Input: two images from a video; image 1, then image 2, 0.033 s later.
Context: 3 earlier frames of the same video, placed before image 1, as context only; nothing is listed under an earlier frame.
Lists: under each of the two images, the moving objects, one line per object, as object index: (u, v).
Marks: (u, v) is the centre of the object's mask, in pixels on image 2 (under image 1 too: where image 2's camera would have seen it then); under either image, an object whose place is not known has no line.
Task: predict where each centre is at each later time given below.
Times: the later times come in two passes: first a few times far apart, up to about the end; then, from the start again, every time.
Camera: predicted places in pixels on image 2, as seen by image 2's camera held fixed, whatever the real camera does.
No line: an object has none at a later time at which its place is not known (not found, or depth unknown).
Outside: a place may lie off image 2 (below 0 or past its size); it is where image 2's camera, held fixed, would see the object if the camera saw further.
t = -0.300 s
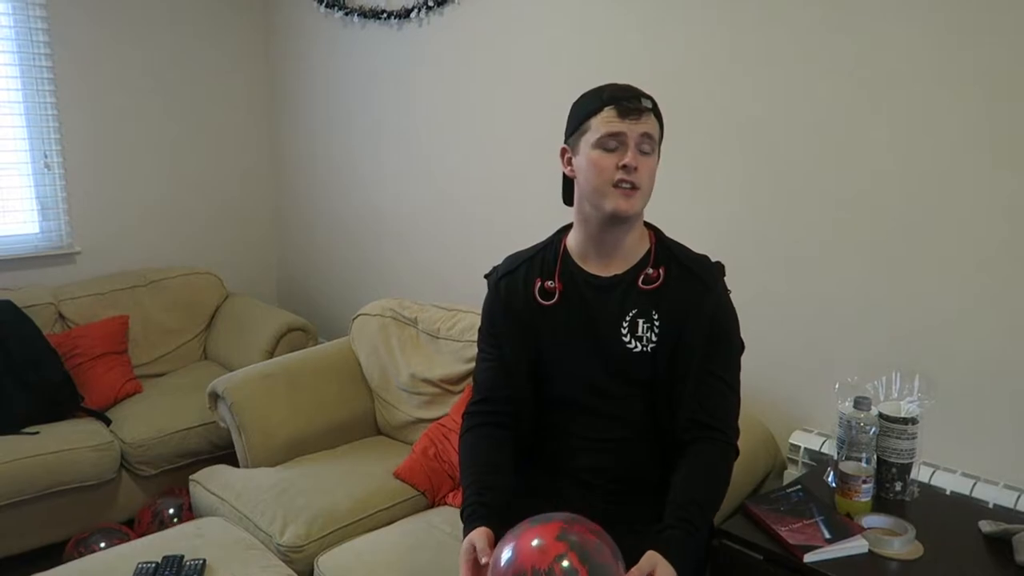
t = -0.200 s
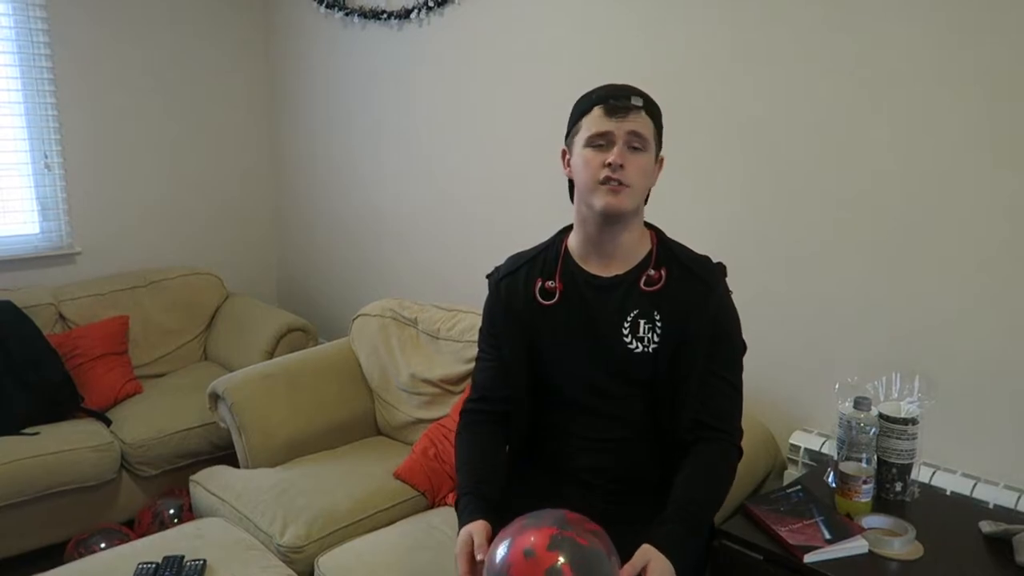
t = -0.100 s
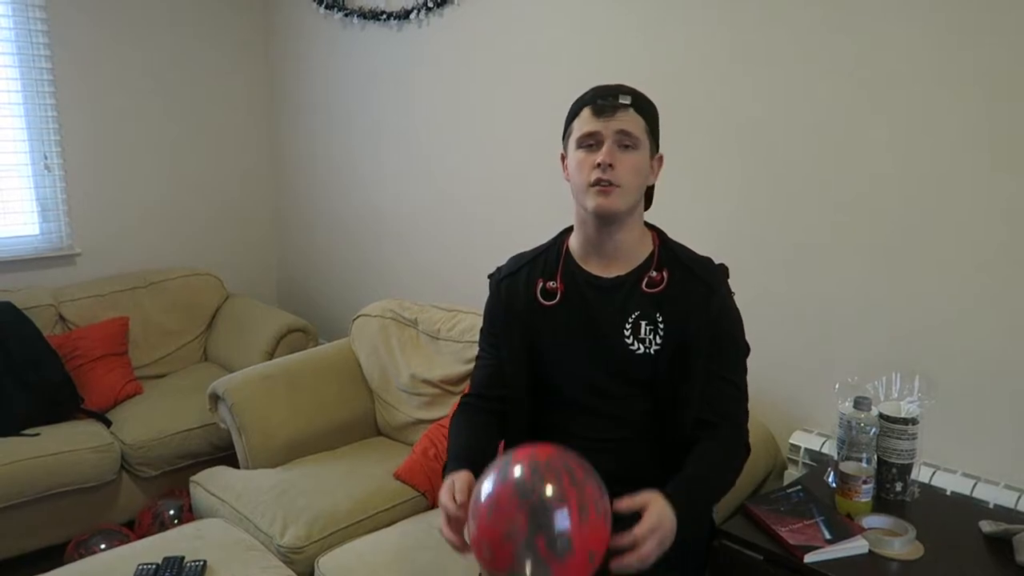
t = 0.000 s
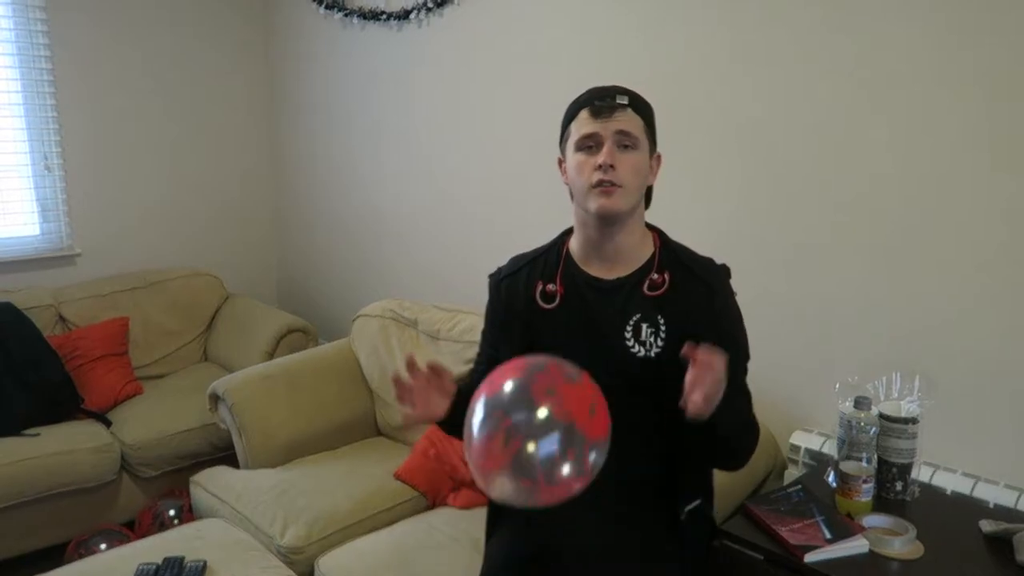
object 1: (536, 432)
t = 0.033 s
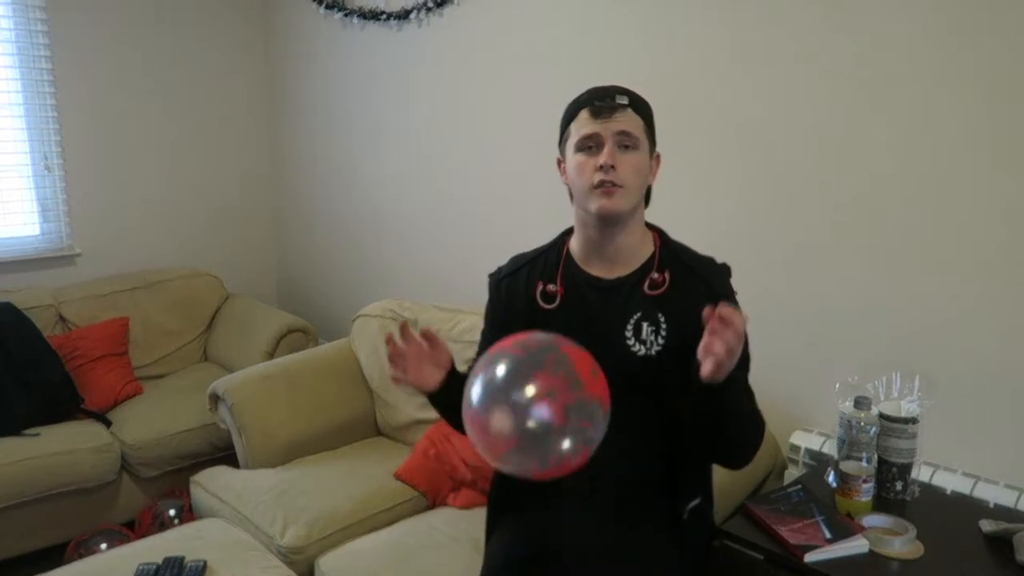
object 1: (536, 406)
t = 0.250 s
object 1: (530, 268)
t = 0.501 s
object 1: (536, 176)
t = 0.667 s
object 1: (538, 166)
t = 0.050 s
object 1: (536, 394)
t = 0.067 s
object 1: (535, 382)
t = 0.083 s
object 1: (534, 371)
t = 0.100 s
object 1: (534, 359)
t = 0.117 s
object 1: (533, 347)
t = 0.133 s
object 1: (532, 336)
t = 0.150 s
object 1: (532, 325)
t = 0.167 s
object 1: (531, 315)
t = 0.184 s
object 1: (530, 304)
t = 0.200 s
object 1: (530, 294)
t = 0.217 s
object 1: (530, 285)
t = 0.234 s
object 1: (530, 277)
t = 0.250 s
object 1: (530, 268)
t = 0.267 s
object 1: (530, 260)
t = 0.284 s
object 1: (529, 253)
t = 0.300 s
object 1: (529, 246)
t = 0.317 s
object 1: (530, 238)
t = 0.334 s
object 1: (530, 231)
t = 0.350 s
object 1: (530, 224)
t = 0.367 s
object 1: (531, 216)
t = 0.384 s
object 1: (531, 211)
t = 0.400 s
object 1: (532, 203)
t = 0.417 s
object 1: (533, 197)
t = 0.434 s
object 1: (533, 192)
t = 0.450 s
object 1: (533, 187)
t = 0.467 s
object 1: (534, 182)
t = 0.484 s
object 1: (535, 178)
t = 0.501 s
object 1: (536, 176)
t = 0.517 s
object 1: (537, 173)
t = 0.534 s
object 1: (536, 170)
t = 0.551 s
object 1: (537, 168)
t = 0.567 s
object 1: (537, 167)
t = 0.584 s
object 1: (537, 166)
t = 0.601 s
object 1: (537, 166)
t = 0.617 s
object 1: (538, 166)
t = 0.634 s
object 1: (538, 166)
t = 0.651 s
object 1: (538, 166)
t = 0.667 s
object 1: (538, 166)
